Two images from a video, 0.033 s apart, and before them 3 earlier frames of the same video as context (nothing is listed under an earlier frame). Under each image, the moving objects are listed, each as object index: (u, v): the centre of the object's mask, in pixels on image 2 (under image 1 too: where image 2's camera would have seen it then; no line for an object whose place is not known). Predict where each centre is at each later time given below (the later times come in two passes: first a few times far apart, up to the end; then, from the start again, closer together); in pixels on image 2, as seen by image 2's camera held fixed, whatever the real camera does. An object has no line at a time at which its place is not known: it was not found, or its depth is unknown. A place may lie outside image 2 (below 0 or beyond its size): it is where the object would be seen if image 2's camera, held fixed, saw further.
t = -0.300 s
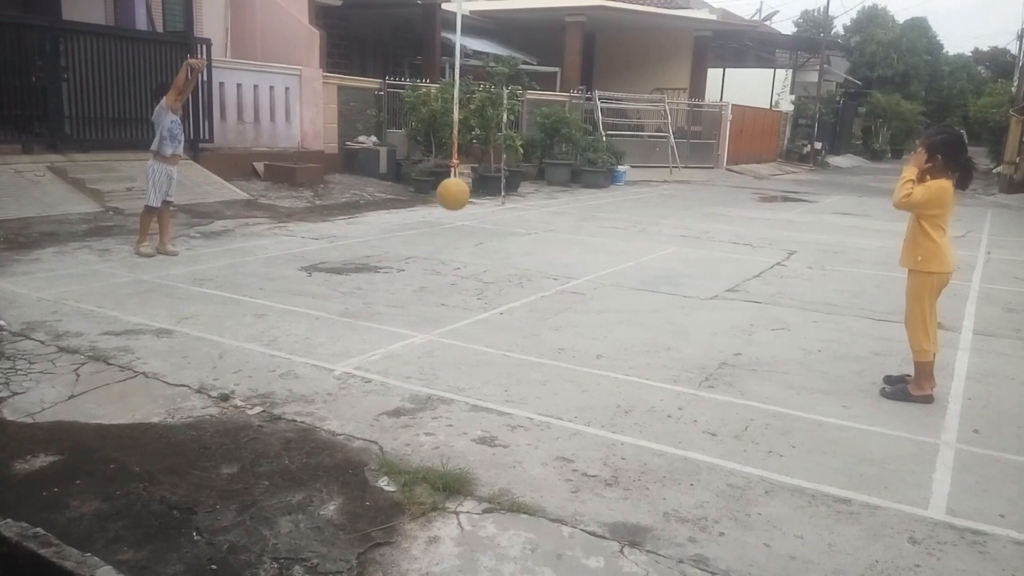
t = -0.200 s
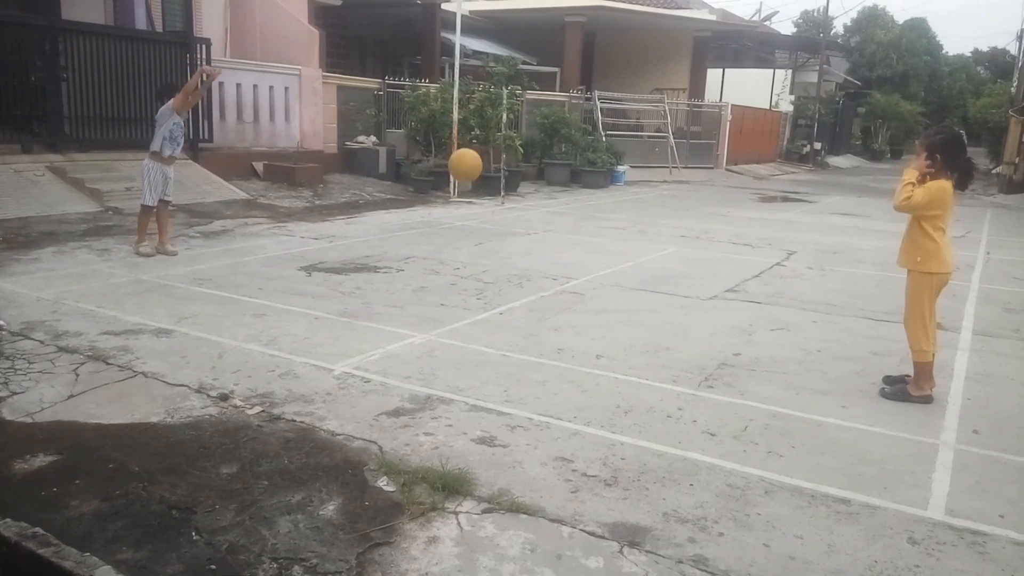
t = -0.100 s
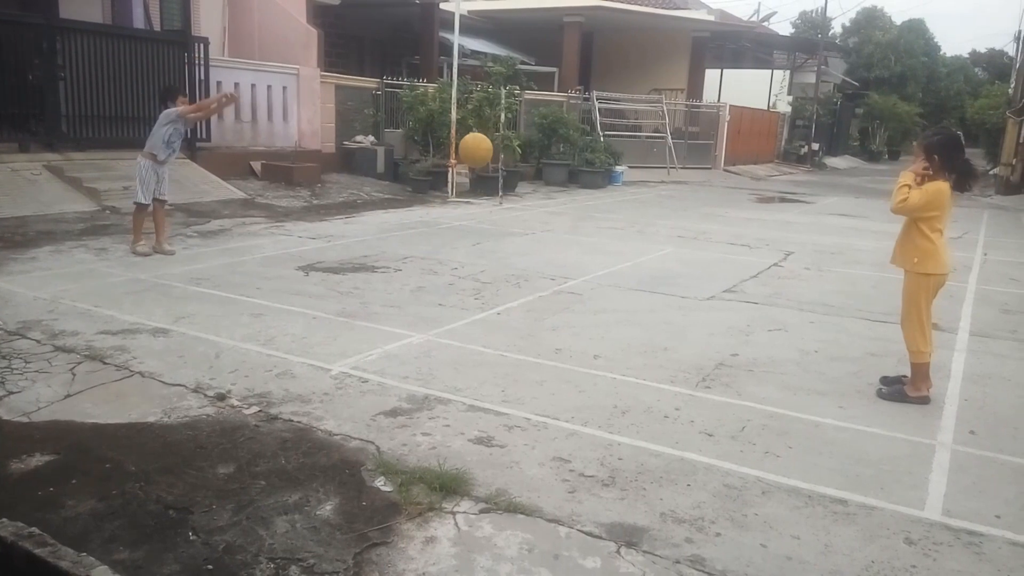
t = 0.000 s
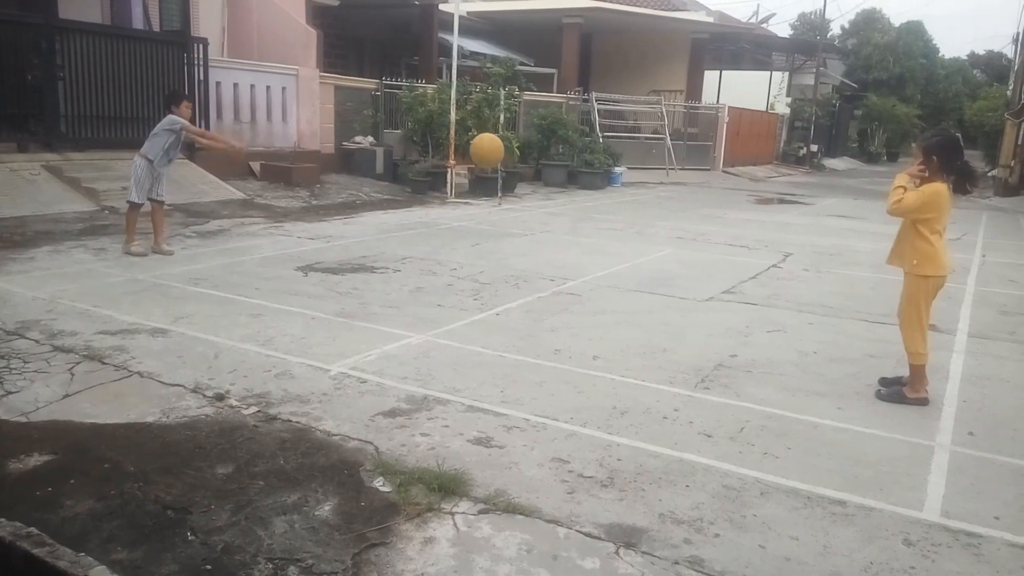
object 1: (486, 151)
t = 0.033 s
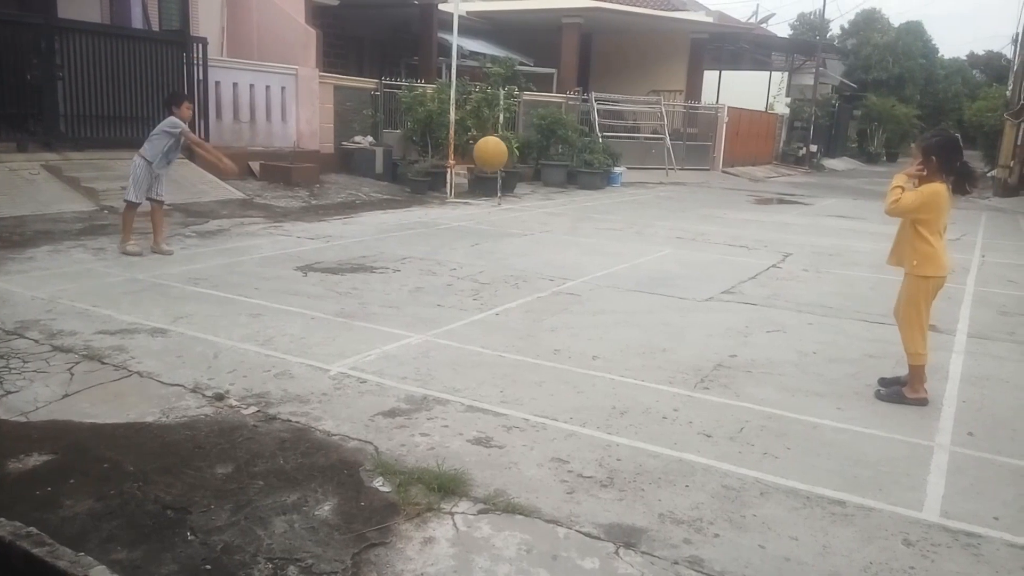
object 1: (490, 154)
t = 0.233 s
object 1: (512, 210)
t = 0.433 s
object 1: (526, 289)
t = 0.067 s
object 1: (494, 159)
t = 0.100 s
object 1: (498, 166)
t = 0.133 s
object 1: (502, 174)
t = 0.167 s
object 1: (505, 184)
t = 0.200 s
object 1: (509, 196)
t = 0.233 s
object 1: (512, 210)
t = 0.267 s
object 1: (515, 225)
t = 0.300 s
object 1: (518, 241)
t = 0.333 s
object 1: (521, 261)
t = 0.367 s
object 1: (524, 281)
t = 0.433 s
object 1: (526, 289)
